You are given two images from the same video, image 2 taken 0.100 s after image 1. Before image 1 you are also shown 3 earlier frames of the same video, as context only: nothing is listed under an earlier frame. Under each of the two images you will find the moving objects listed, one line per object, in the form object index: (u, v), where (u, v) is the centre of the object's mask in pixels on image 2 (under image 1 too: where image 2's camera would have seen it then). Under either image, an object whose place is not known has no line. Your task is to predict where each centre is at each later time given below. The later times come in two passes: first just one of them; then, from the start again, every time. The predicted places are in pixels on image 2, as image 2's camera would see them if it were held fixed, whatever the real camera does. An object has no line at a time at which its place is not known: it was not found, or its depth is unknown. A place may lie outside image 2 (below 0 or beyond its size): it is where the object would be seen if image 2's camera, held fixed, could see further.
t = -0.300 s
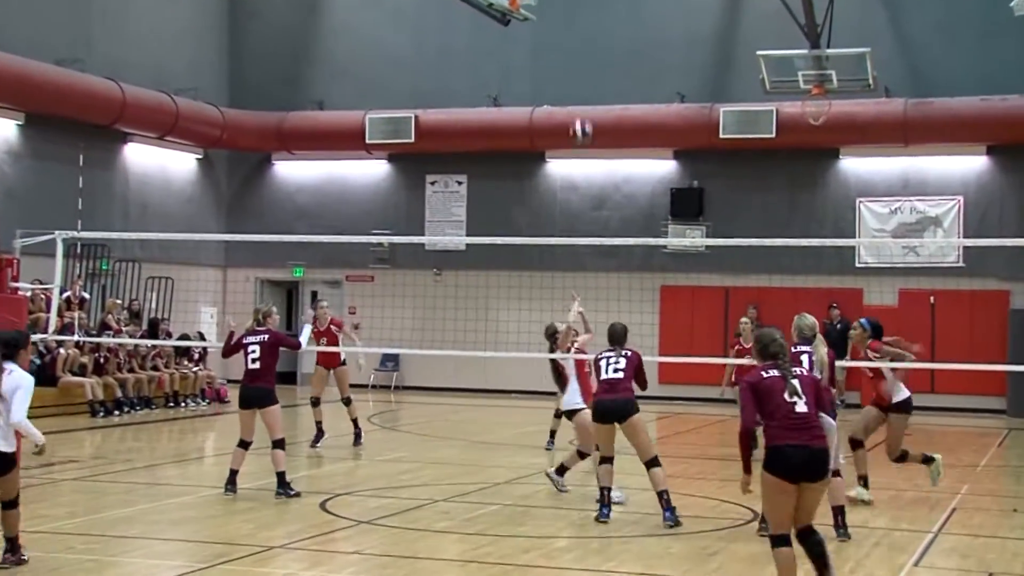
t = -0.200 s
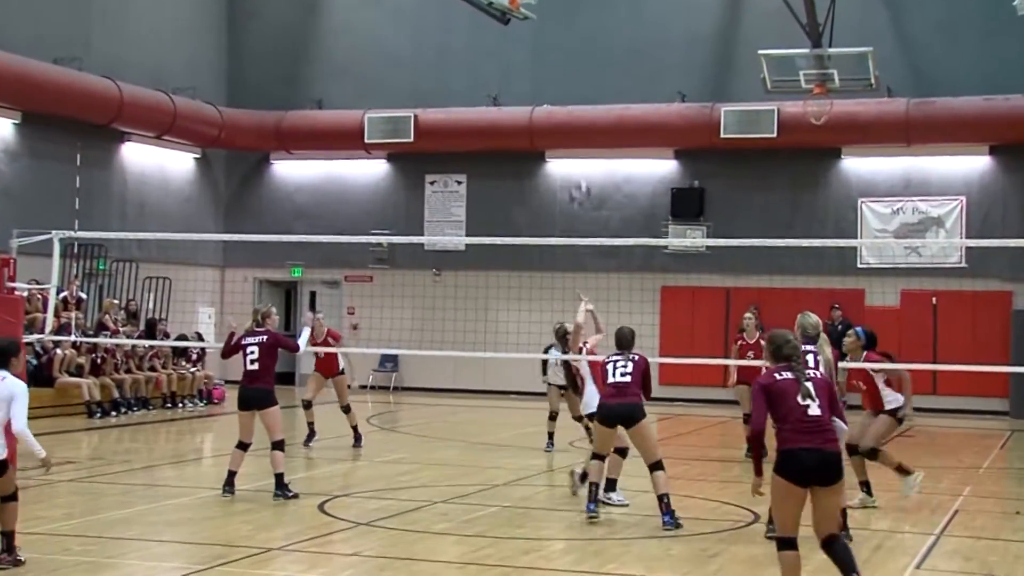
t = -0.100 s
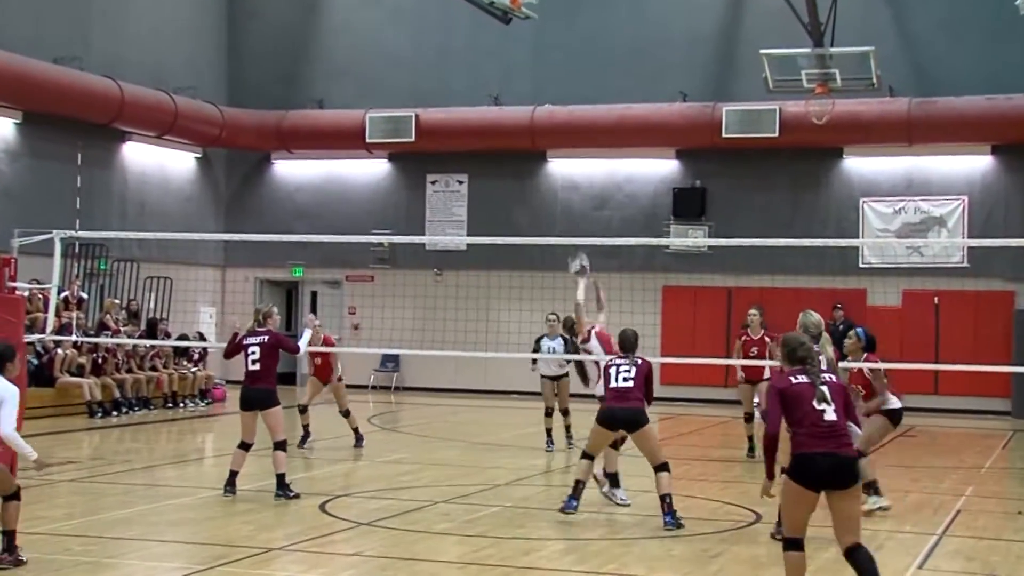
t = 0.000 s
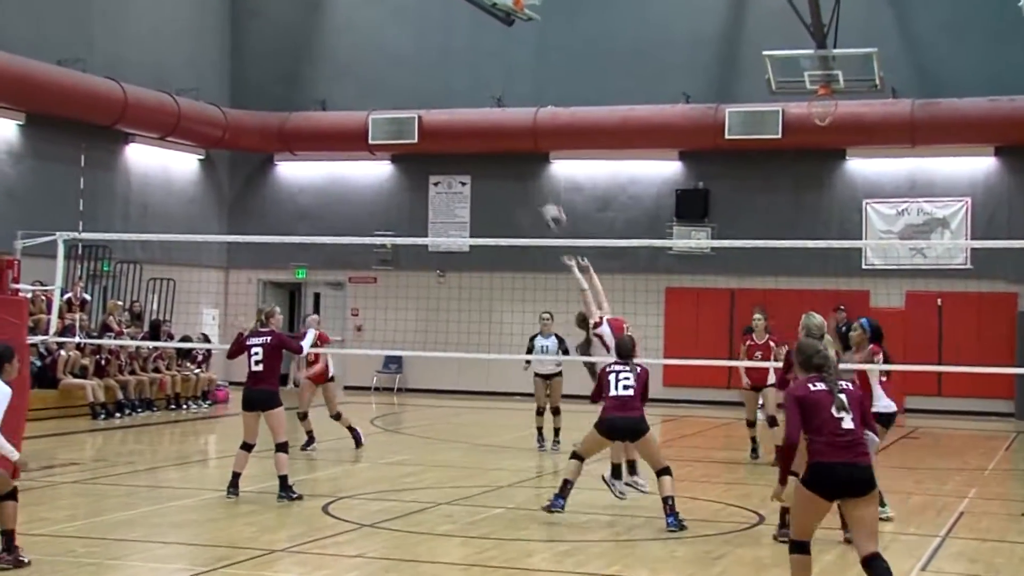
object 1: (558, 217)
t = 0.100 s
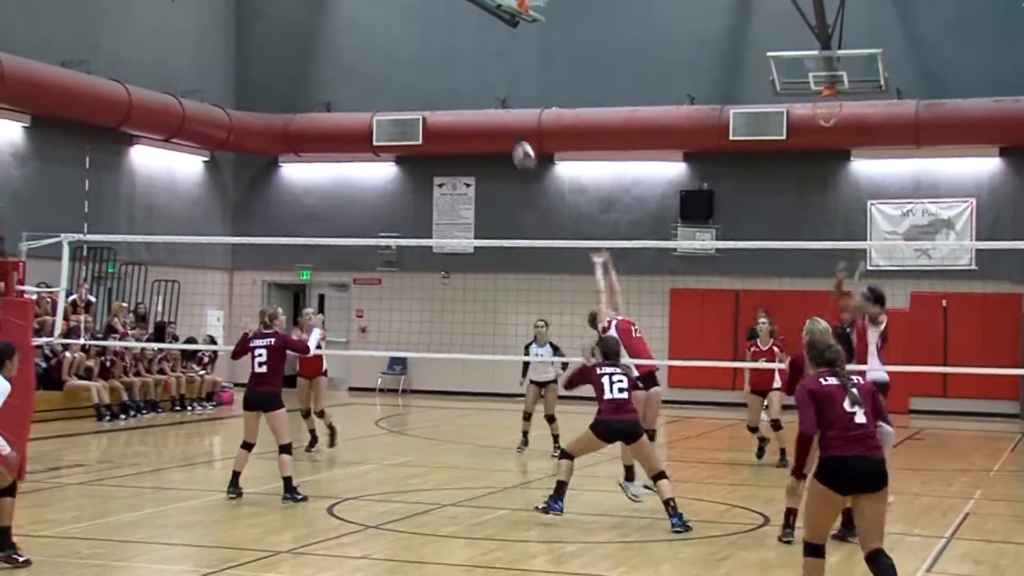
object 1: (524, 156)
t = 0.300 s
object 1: (460, 69)
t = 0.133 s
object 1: (512, 138)
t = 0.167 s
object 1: (505, 122)
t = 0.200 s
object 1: (492, 105)
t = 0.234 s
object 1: (481, 92)
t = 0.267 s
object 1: (471, 79)
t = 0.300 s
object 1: (460, 69)
